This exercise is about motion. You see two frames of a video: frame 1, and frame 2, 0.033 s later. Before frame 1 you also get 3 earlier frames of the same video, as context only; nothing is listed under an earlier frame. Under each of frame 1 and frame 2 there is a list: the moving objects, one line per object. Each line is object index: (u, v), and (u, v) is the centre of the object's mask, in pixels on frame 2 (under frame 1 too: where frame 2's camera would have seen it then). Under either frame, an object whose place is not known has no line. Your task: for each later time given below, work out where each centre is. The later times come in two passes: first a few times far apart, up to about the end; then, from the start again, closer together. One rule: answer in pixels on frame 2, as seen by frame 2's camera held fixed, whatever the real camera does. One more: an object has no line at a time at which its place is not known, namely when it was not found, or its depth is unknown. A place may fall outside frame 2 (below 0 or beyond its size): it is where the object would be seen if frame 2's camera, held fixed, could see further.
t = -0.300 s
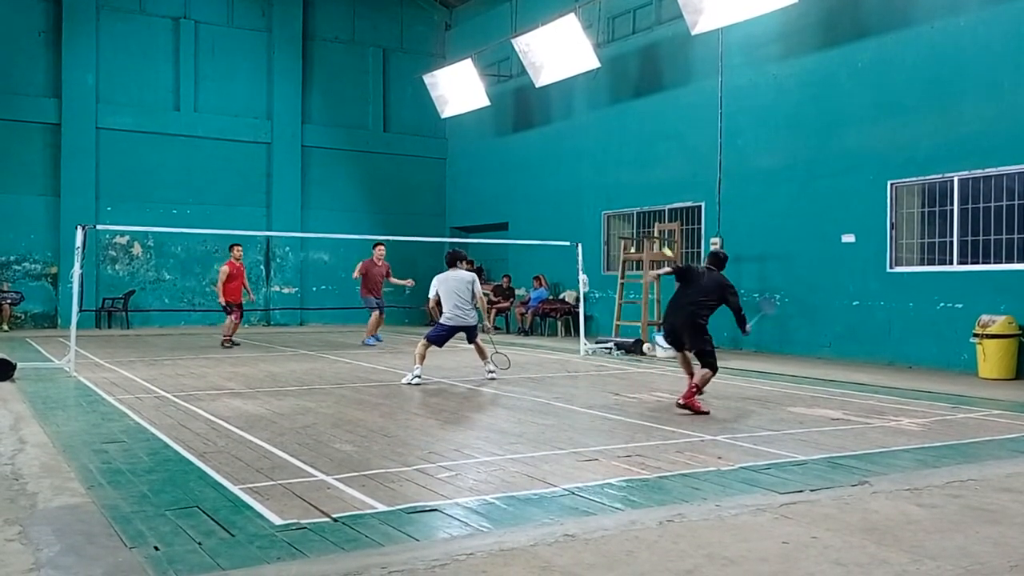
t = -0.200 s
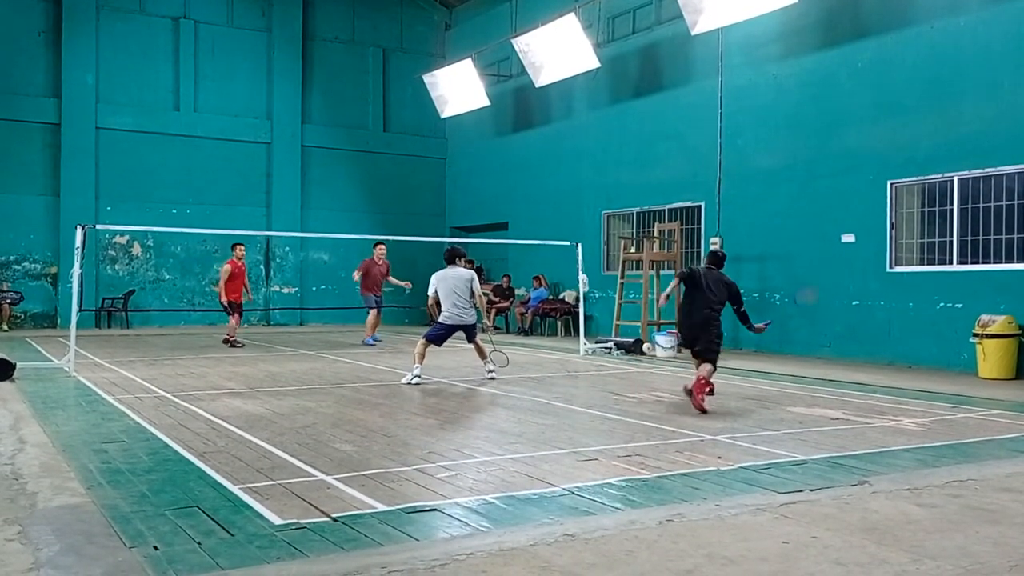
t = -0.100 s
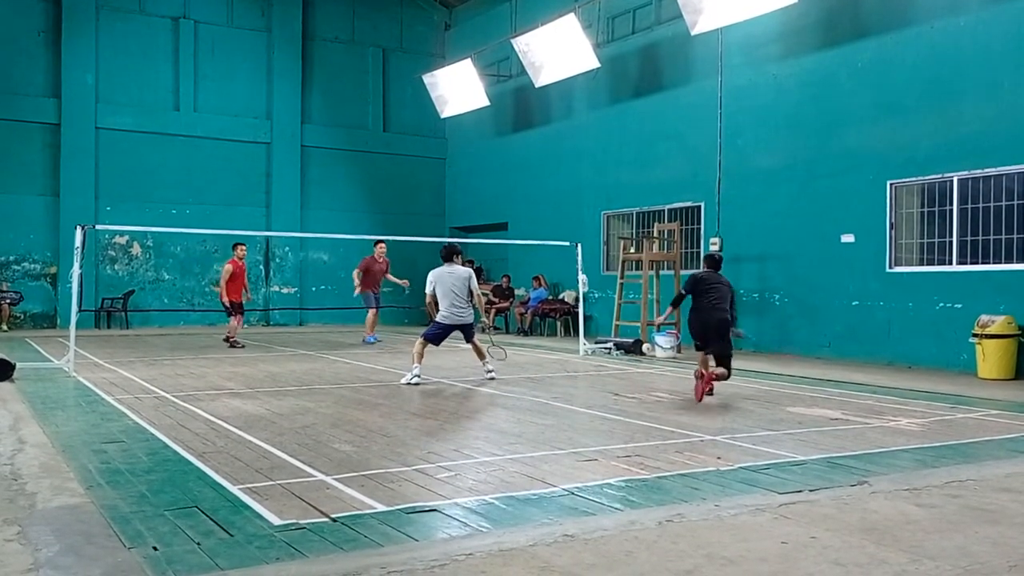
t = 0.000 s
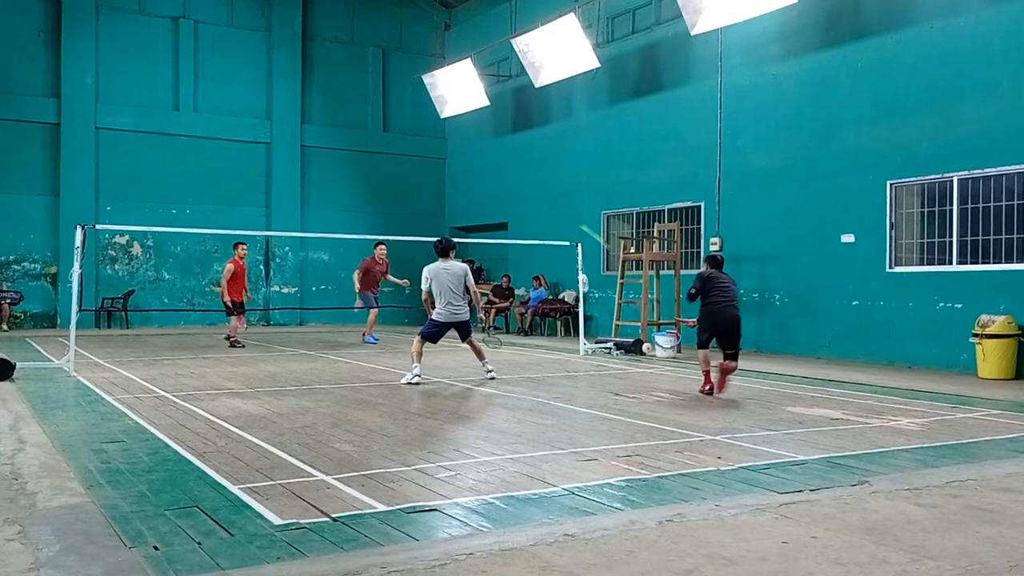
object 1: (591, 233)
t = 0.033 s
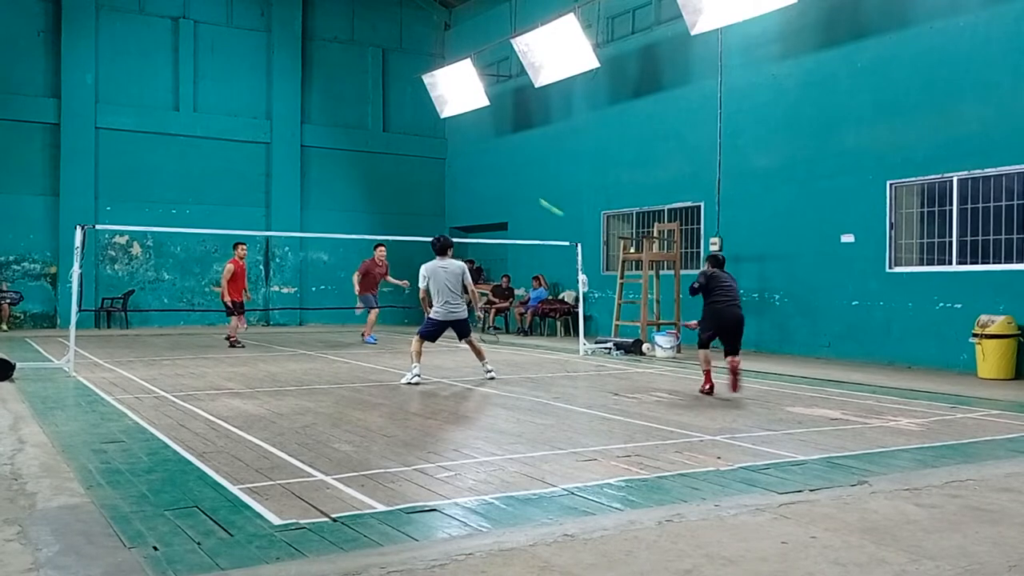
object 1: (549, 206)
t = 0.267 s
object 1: (391, 110)
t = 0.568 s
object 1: (300, 95)
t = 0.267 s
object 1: (391, 110)
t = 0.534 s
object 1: (307, 94)
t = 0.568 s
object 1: (300, 95)
